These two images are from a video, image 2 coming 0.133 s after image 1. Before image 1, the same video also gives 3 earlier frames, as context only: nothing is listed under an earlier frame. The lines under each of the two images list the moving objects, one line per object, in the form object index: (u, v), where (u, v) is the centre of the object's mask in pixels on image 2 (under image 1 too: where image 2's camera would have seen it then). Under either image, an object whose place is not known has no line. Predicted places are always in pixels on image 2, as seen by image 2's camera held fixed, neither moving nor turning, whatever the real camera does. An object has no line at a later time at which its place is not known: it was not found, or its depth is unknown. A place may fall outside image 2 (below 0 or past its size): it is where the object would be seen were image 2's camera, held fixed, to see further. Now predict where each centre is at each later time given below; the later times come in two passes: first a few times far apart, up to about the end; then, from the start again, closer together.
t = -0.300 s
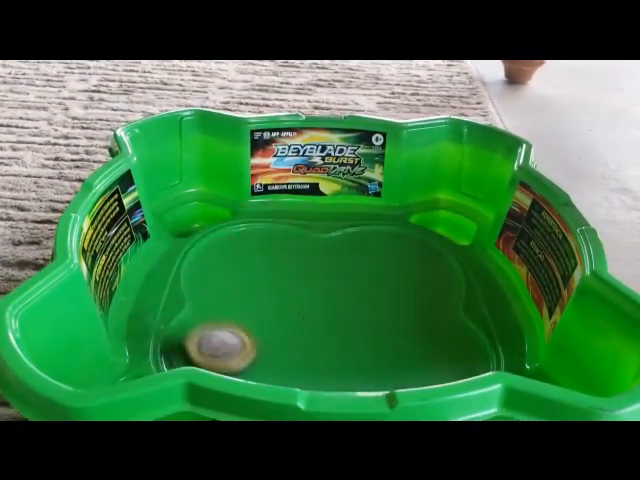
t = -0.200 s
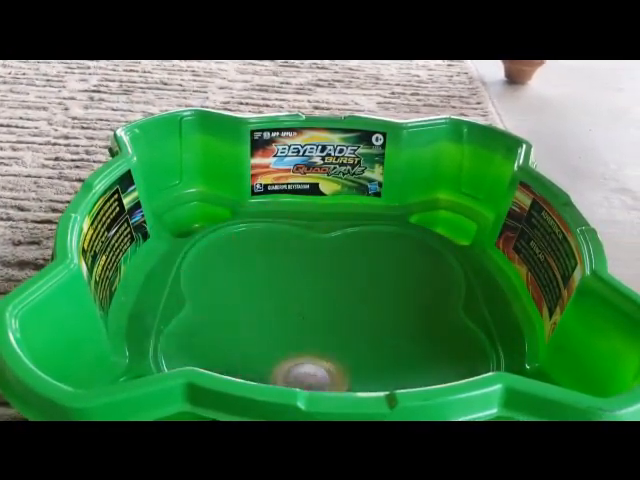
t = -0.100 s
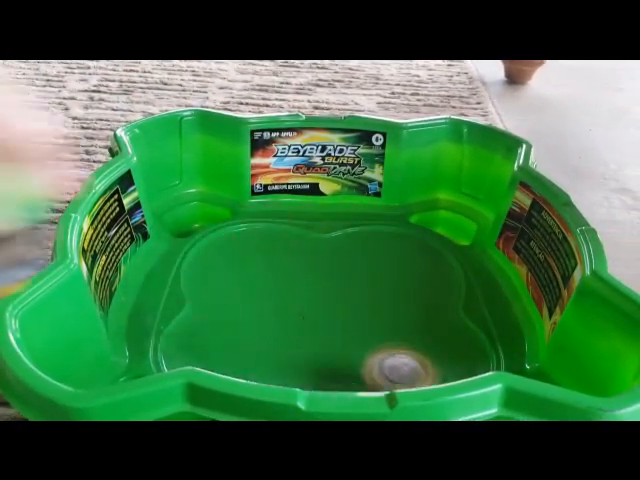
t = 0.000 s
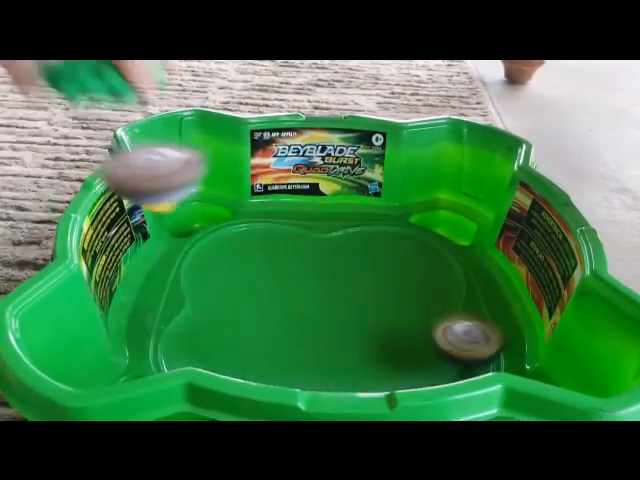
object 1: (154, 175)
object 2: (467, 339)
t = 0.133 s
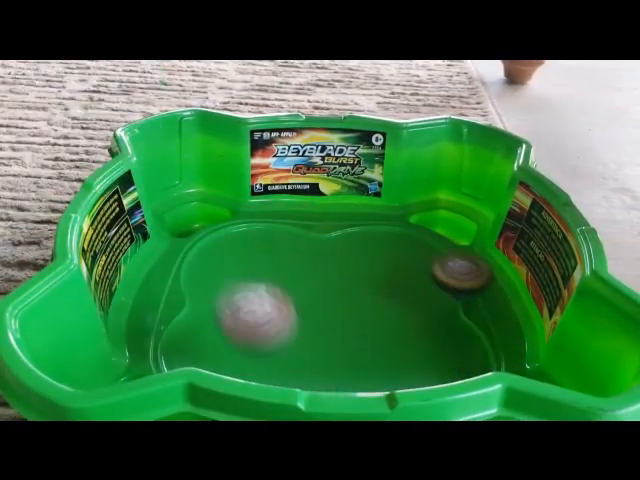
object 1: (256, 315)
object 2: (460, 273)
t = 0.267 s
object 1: (392, 312)
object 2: (412, 230)
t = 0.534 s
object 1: (490, 262)
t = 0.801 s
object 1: (409, 250)
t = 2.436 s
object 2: (306, 222)
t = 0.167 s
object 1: (275, 365)
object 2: (452, 263)
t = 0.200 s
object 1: (315, 338)
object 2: (439, 249)
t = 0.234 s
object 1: (354, 319)
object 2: (427, 238)
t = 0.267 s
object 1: (392, 312)
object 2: (412, 230)
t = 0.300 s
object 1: (426, 317)
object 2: (396, 222)
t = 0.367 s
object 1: (470, 314)
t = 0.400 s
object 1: (479, 298)
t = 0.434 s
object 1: (487, 291)
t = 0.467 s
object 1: (490, 279)
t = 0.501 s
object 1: (492, 267)
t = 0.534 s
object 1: (490, 262)
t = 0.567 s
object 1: (489, 257)
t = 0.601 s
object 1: (483, 256)
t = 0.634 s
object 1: (477, 258)
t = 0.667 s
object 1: (467, 258)
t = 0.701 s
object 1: (455, 261)
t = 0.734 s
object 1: (441, 257)
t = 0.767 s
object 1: (425, 255)
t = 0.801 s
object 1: (409, 250)
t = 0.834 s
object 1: (393, 245)
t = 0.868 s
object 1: (376, 241)
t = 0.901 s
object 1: (360, 238)
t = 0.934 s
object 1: (343, 237)
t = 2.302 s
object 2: (381, 233)
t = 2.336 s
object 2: (364, 228)
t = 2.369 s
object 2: (345, 224)
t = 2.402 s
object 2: (325, 222)
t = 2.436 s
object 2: (306, 222)
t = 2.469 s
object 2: (287, 225)
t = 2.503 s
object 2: (269, 228)
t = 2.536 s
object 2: (254, 234)
